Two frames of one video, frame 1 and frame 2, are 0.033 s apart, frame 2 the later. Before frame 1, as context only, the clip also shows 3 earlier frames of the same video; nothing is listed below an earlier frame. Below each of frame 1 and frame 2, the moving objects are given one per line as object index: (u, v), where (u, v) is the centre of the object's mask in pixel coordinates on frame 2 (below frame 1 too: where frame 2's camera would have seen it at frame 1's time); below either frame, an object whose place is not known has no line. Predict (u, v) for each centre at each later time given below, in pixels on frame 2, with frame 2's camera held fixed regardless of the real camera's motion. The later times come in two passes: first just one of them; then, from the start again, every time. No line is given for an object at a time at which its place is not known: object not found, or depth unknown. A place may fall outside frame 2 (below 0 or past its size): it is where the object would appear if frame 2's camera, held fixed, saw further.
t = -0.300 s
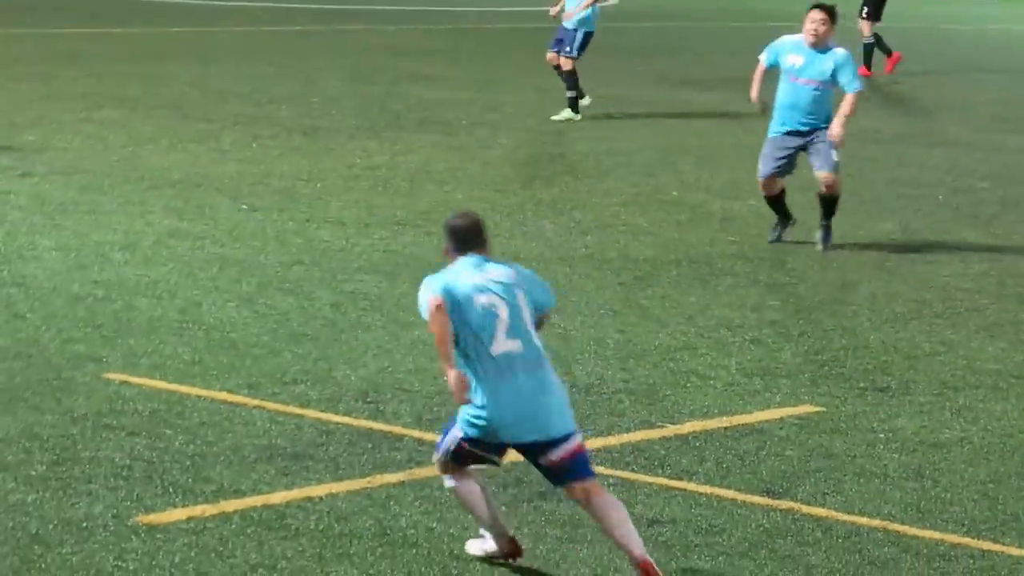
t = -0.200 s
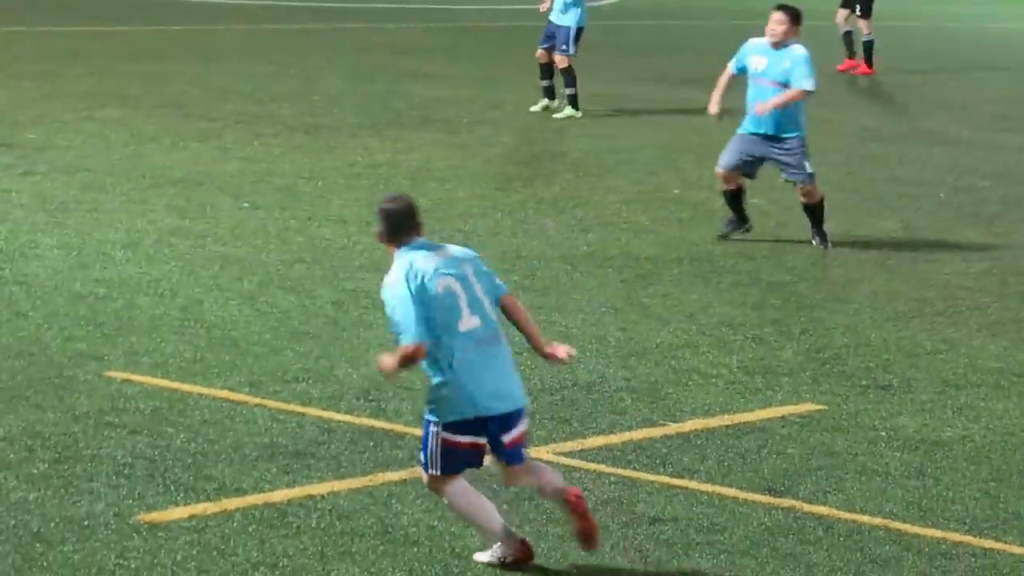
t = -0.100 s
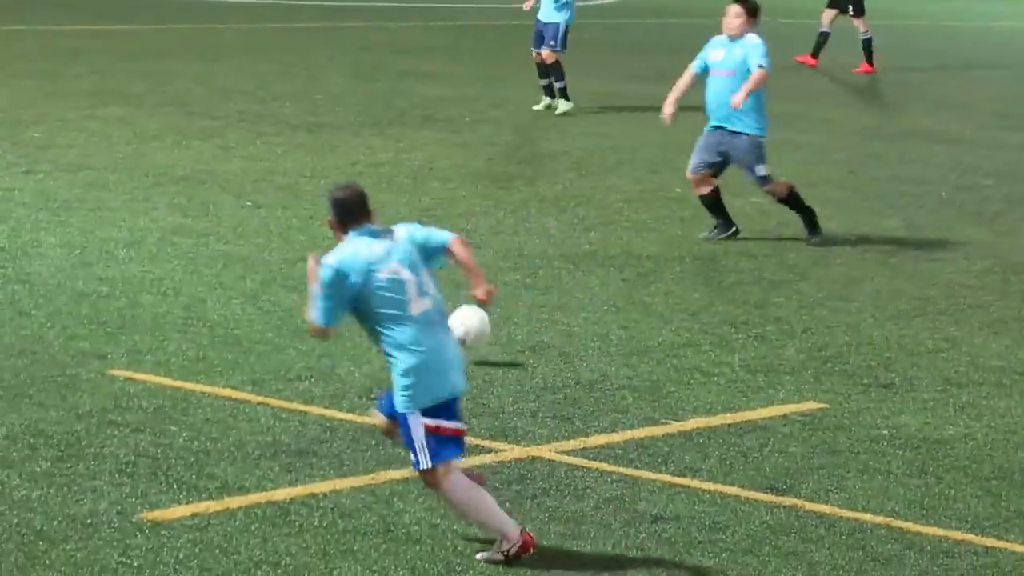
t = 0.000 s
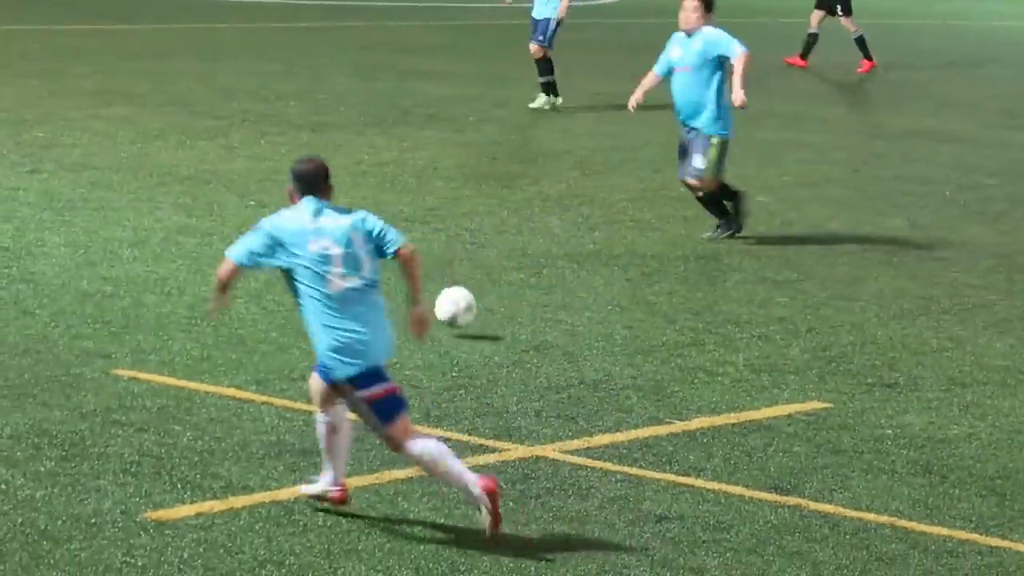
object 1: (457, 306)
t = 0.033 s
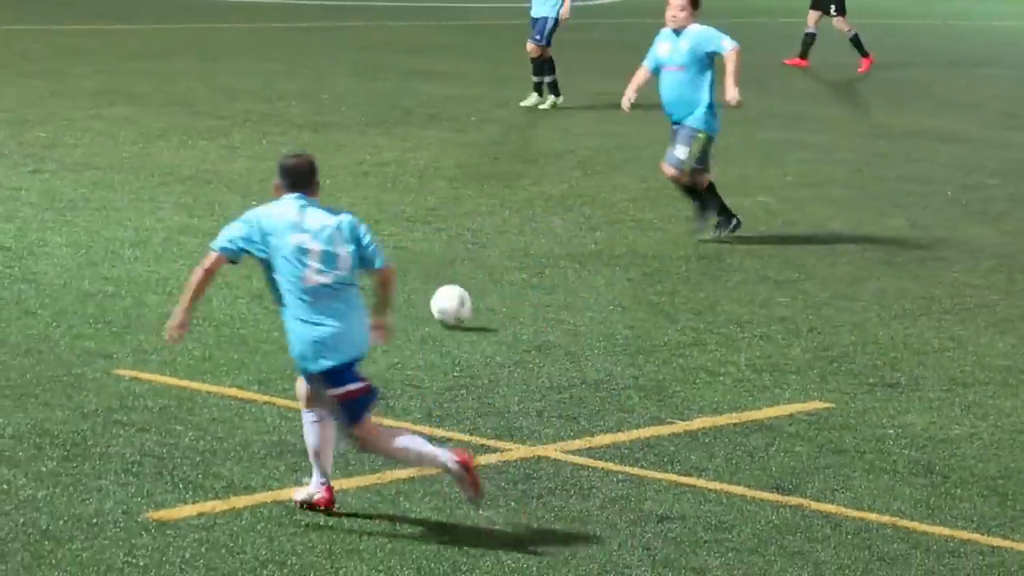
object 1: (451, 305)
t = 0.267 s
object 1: (416, 267)
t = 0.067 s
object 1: (444, 301)
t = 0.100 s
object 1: (440, 291)
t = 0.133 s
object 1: (435, 283)
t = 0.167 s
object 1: (430, 276)
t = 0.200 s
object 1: (425, 272)
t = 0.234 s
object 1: (420, 270)
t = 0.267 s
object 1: (416, 267)
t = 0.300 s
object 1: (413, 259)
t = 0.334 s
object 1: (409, 251)
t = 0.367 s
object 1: (404, 246)
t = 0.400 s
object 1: (401, 244)
